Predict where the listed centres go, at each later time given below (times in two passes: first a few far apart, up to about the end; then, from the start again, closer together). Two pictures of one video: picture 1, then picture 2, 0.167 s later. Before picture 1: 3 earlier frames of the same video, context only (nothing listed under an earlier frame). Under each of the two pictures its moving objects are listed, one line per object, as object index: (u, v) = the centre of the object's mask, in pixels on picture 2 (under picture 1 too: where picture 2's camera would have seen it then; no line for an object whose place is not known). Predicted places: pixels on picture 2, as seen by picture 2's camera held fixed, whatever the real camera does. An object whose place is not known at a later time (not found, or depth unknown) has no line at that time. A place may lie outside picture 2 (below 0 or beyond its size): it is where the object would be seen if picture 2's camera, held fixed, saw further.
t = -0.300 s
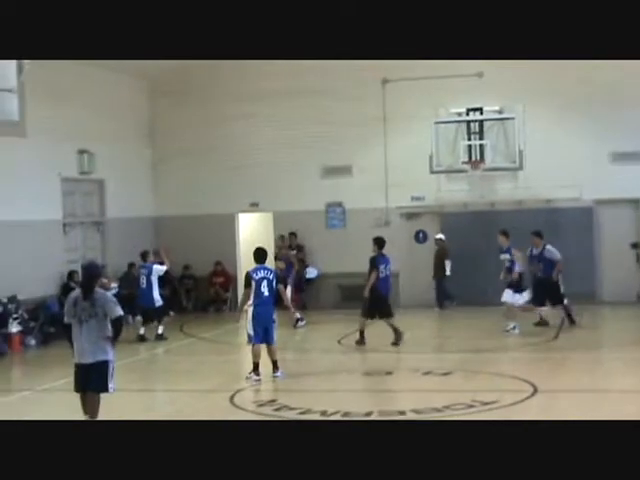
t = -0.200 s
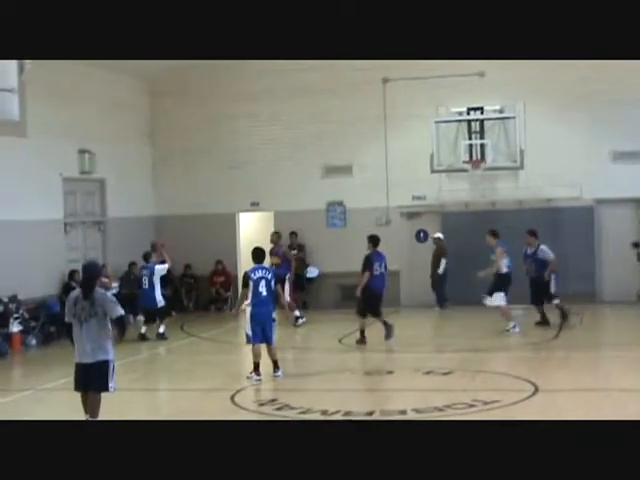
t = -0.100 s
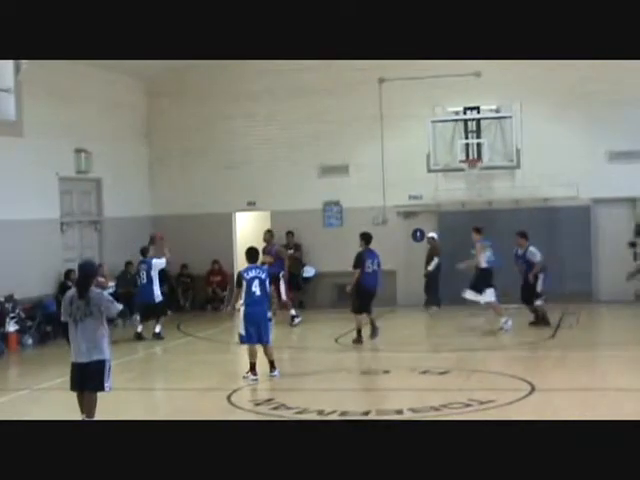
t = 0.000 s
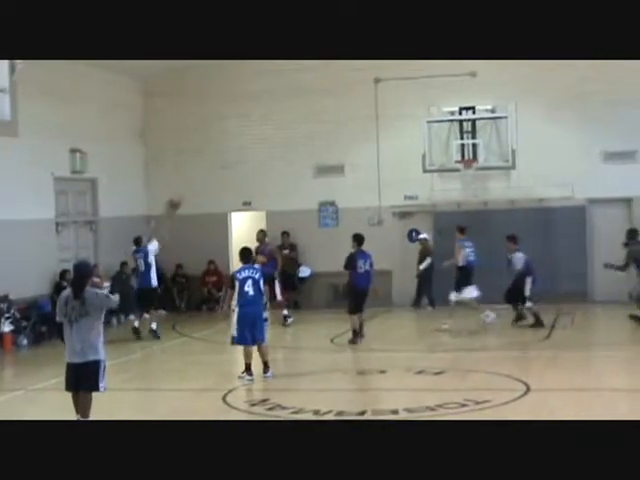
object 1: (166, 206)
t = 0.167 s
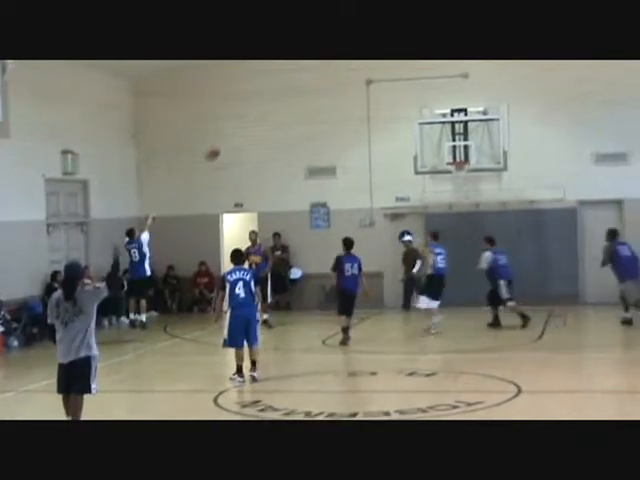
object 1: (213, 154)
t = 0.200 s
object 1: (221, 145)
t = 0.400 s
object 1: (275, 105)
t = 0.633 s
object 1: (333, 91)
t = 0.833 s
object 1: (380, 100)
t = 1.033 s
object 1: (426, 129)
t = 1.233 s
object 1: (464, 148)
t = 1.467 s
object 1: (487, 107)
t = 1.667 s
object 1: (509, 99)
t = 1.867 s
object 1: (532, 111)
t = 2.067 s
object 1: (558, 144)
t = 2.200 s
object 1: (574, 179)
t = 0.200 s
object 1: (221, 145)
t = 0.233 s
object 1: (231, 137)
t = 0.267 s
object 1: (240, 128)
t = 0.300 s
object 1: (249, 121)
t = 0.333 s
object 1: (257, 115)
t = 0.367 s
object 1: (266, 110)
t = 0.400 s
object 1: (275, 105)
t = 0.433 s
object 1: (284, 101)
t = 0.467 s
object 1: (291, 98)
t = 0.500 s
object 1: (300, 96)
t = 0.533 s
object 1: (309, 93)
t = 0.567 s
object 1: (317, 91)
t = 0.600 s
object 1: (325, 90)
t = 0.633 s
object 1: (333, 91)
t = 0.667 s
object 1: (341, 91)
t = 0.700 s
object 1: (349, 92)
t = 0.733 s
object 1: (357, 92)
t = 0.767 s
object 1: (365, 94)
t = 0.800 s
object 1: (372, 97)
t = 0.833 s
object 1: (380, 100)
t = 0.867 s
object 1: (388, 104)
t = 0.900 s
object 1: (396, 108)
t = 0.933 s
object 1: (403, 112)
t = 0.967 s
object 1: (411, 117)
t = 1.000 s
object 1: (419, 122)
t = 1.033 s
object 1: (426, 129)
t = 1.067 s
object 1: (434, 135)
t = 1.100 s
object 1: (441, 141)
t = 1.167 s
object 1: (457, 157)
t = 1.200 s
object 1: (461, 155)
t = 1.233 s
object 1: (464, 148)
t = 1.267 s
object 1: (466, 136)
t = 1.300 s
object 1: (470, 129)
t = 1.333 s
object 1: (473, 125)
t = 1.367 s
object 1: (477, 120)
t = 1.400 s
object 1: (480, 114)
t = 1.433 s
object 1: (484, 110)
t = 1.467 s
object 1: (487, 107)
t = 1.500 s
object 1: (490, 105)
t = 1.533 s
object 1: (494, 102)
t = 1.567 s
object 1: (498, 100)
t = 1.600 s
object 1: (502, 99)
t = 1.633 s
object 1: (506, 99)
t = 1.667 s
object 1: (509, 99)
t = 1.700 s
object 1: (513, 99)
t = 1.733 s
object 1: (517, 100)
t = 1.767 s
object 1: (521, 102)
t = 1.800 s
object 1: (525, 104)
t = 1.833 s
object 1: (529, 107)
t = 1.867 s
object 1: (532, 111)
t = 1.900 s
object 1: (537, 114)
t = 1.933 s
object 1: (541, 119)
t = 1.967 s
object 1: (545, 125)
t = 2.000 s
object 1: (549, 131)
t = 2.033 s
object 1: (553, 137)
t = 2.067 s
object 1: (558, 144)
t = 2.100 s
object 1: (561, 152)
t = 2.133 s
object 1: (566, 160)
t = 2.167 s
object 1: (570, 170)
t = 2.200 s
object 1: (574, 179)
